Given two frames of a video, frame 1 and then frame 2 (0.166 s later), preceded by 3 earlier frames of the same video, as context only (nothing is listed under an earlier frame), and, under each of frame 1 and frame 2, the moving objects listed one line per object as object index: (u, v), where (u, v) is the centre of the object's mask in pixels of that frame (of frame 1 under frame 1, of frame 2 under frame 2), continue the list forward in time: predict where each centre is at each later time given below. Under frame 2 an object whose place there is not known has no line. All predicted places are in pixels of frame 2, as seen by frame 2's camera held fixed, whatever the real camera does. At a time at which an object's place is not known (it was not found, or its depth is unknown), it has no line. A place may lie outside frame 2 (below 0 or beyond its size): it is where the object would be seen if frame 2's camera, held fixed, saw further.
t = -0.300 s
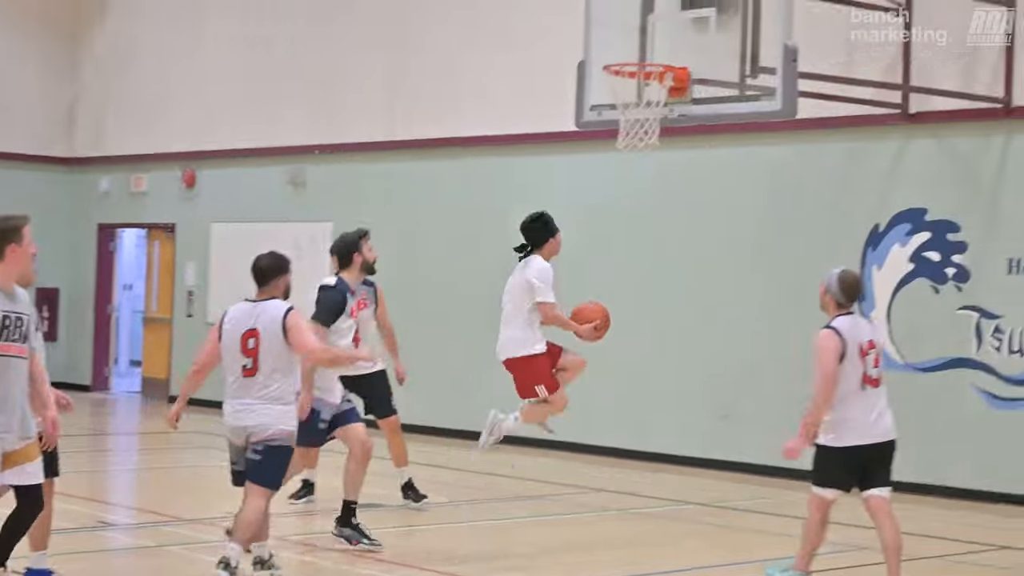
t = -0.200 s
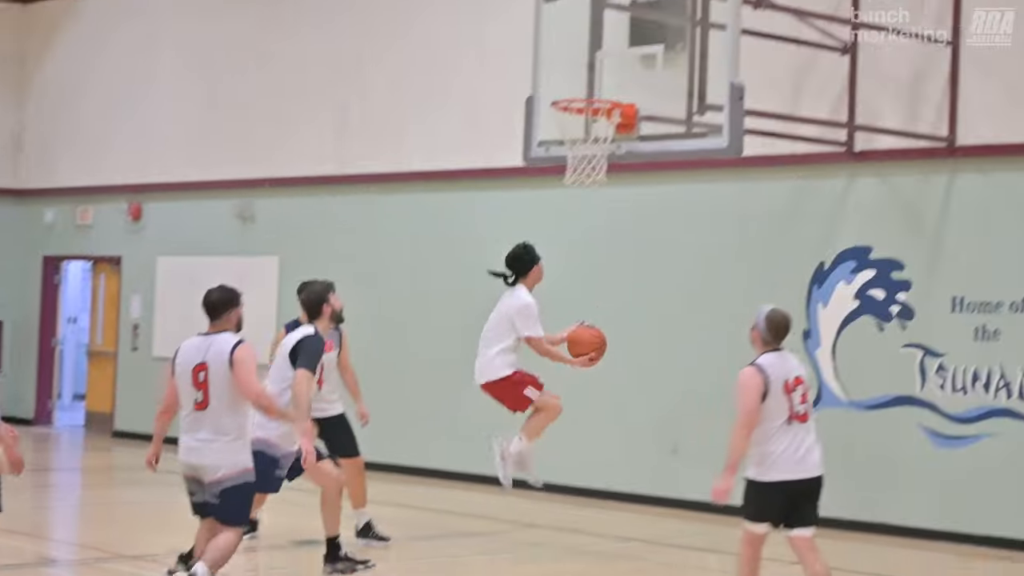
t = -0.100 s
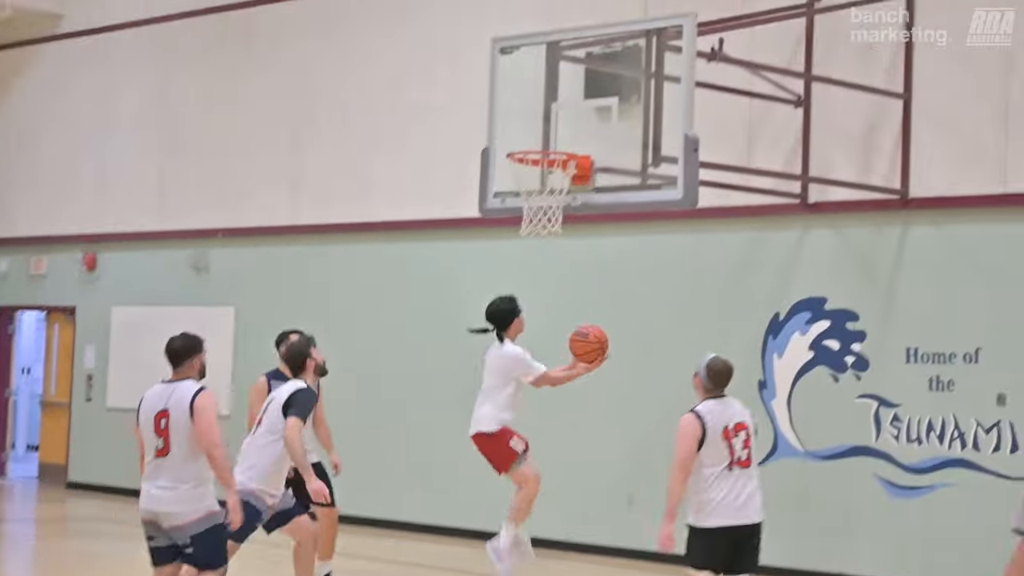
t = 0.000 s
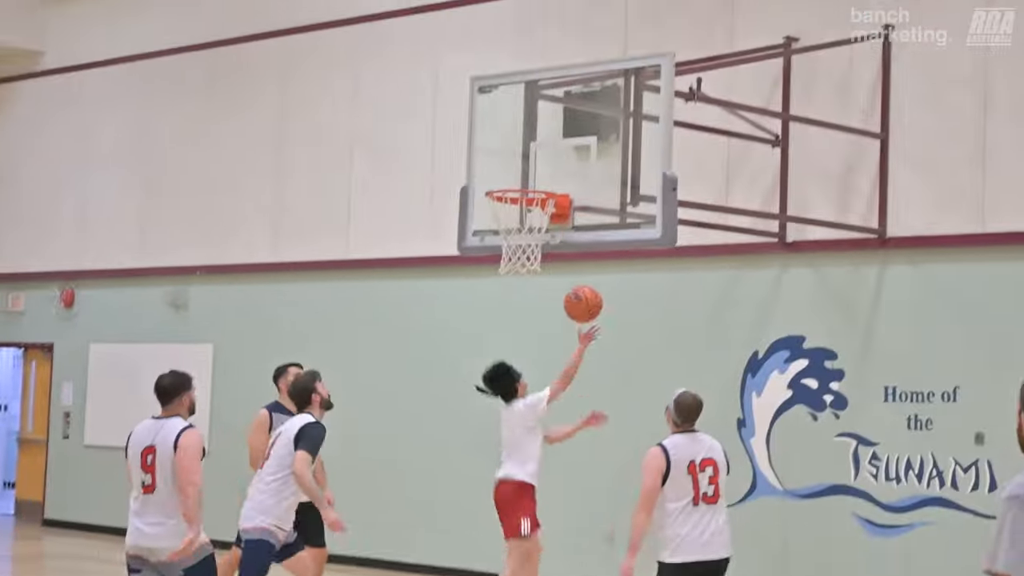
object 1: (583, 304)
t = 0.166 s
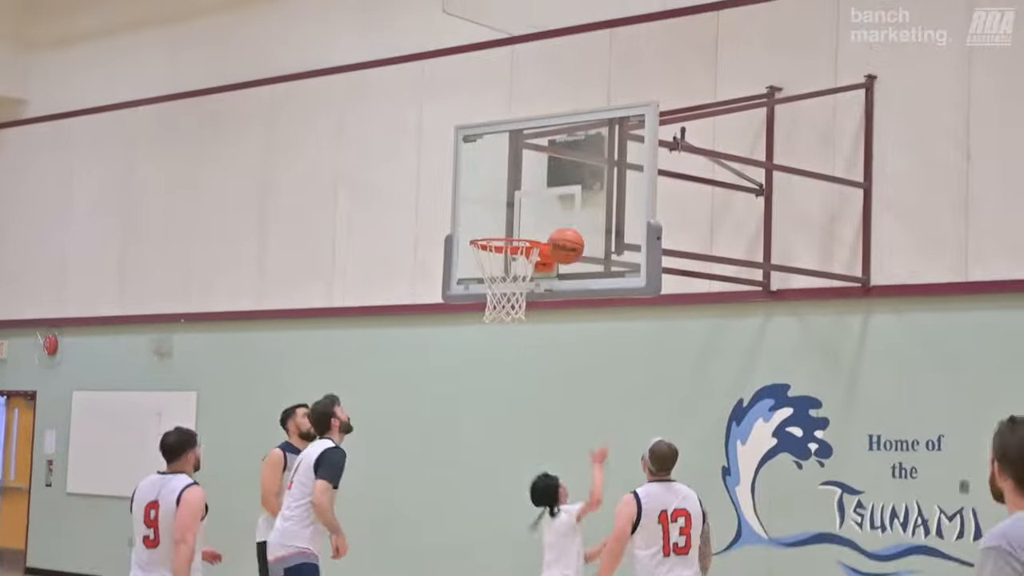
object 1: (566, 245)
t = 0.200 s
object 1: (565, 230)
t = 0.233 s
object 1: (564, 216)
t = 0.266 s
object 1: (563, 204)
